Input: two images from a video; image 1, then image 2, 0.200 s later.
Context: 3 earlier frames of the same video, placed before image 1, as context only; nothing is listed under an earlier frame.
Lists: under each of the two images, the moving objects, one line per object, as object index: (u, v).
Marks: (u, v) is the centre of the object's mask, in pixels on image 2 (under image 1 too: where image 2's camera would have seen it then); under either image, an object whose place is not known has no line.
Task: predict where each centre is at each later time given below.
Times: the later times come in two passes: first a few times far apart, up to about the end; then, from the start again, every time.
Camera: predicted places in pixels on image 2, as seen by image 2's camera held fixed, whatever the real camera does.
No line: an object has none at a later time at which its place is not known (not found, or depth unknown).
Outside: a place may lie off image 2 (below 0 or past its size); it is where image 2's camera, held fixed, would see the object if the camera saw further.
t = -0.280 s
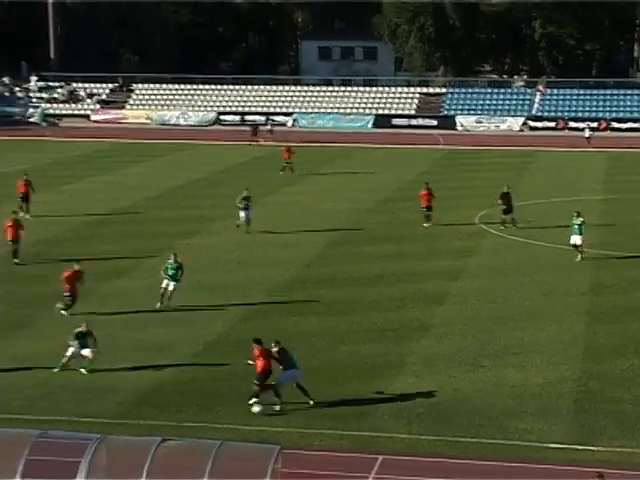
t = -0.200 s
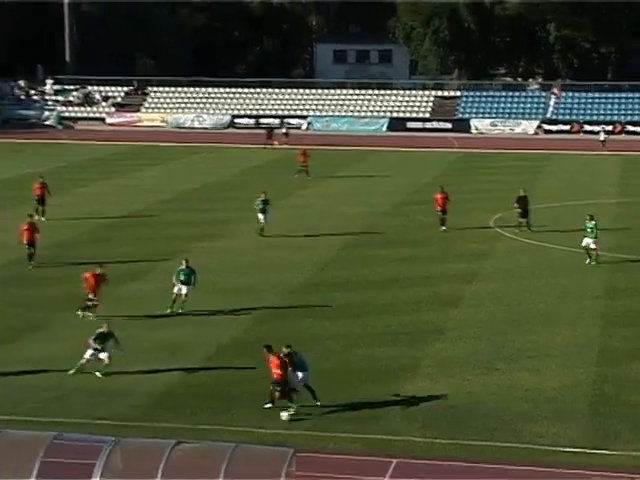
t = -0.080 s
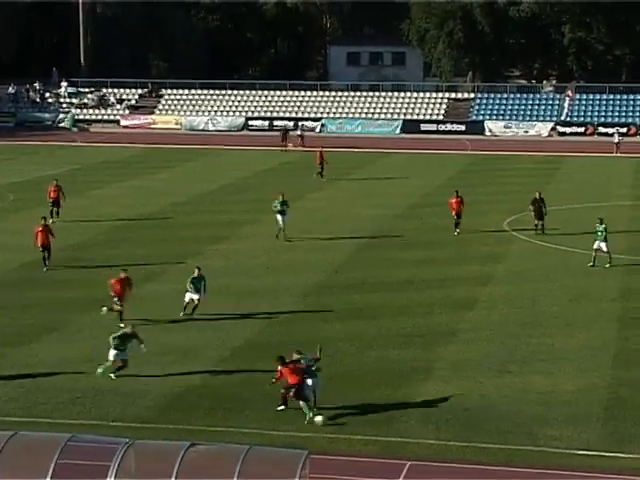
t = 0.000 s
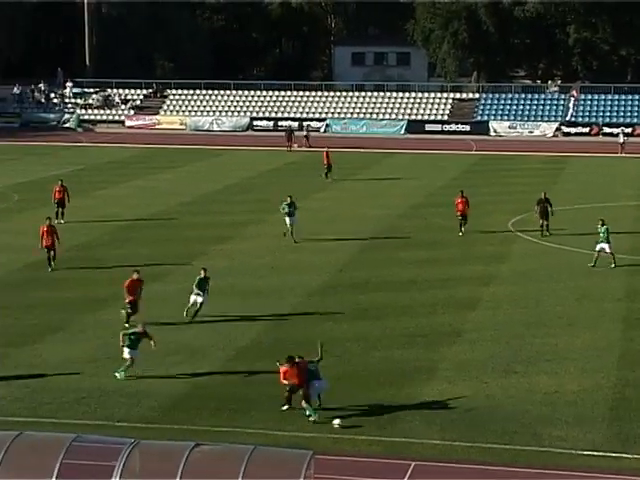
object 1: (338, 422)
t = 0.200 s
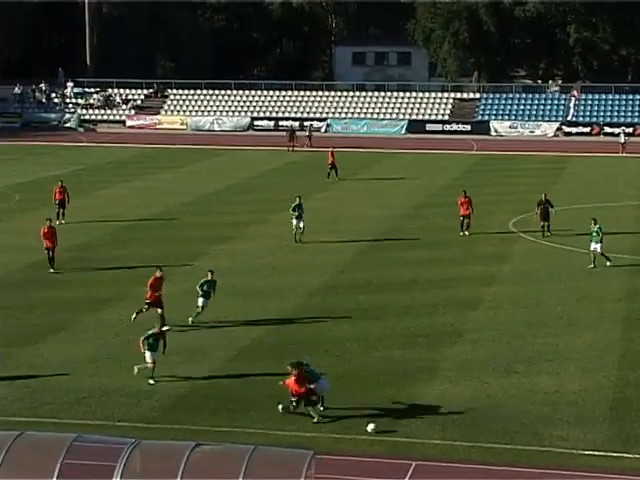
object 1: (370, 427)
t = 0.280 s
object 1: (383, 430)
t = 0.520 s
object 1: (421, 436)
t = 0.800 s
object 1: (463, 444)
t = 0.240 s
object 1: (377, 429)
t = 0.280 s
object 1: (383, 430)
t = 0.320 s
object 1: (390, 431)
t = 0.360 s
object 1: (396, 432)
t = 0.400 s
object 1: (402, 433)
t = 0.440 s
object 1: (409, 434)
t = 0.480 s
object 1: (415, 435)
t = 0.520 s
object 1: (421, 436)
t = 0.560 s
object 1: (427, 438)
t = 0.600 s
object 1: (433, 439)
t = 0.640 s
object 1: (439, 440)
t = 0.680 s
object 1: (445, 441)
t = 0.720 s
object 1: (451, 442)
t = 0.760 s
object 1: (458, 443)
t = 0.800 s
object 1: (463, 444)
